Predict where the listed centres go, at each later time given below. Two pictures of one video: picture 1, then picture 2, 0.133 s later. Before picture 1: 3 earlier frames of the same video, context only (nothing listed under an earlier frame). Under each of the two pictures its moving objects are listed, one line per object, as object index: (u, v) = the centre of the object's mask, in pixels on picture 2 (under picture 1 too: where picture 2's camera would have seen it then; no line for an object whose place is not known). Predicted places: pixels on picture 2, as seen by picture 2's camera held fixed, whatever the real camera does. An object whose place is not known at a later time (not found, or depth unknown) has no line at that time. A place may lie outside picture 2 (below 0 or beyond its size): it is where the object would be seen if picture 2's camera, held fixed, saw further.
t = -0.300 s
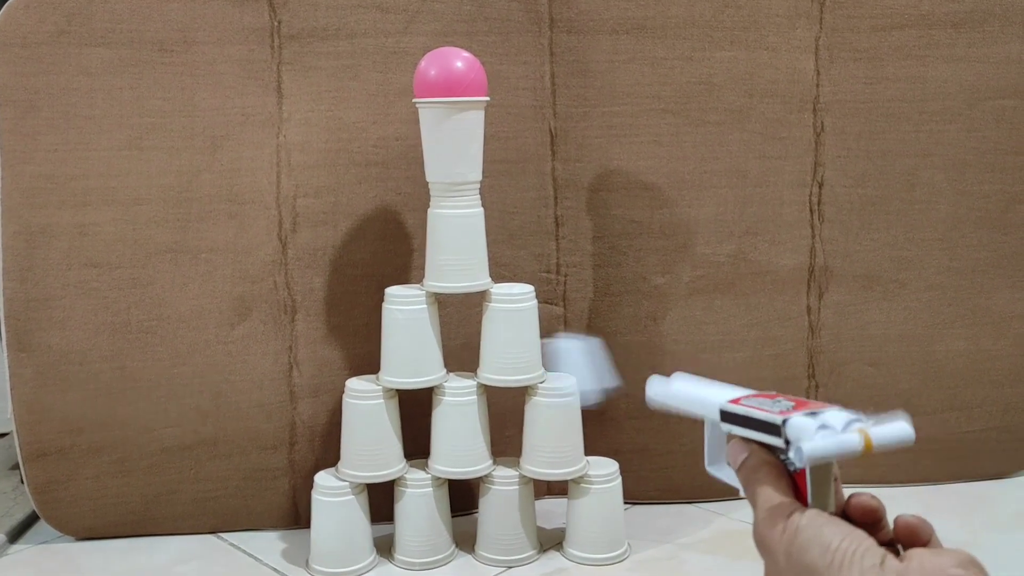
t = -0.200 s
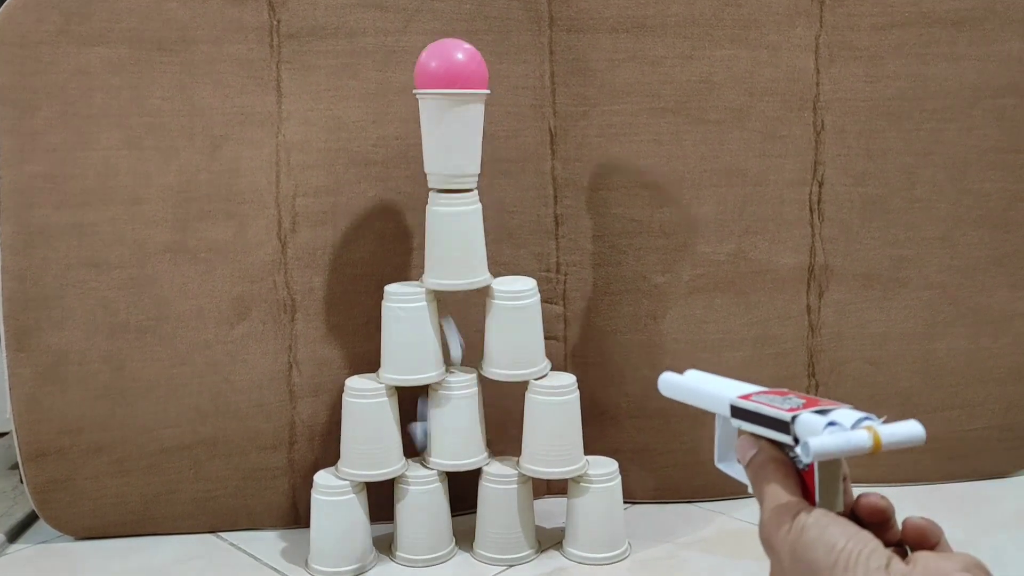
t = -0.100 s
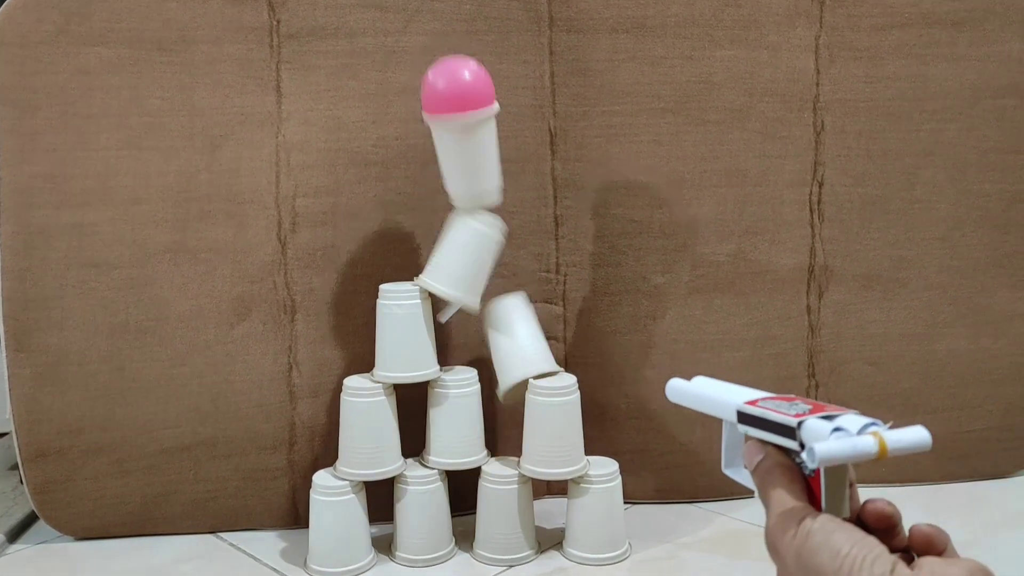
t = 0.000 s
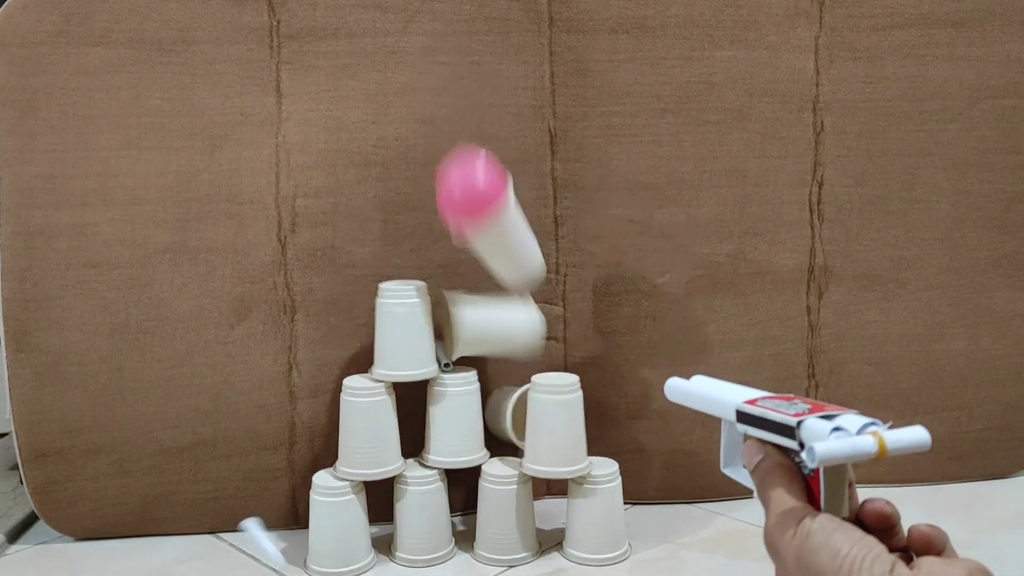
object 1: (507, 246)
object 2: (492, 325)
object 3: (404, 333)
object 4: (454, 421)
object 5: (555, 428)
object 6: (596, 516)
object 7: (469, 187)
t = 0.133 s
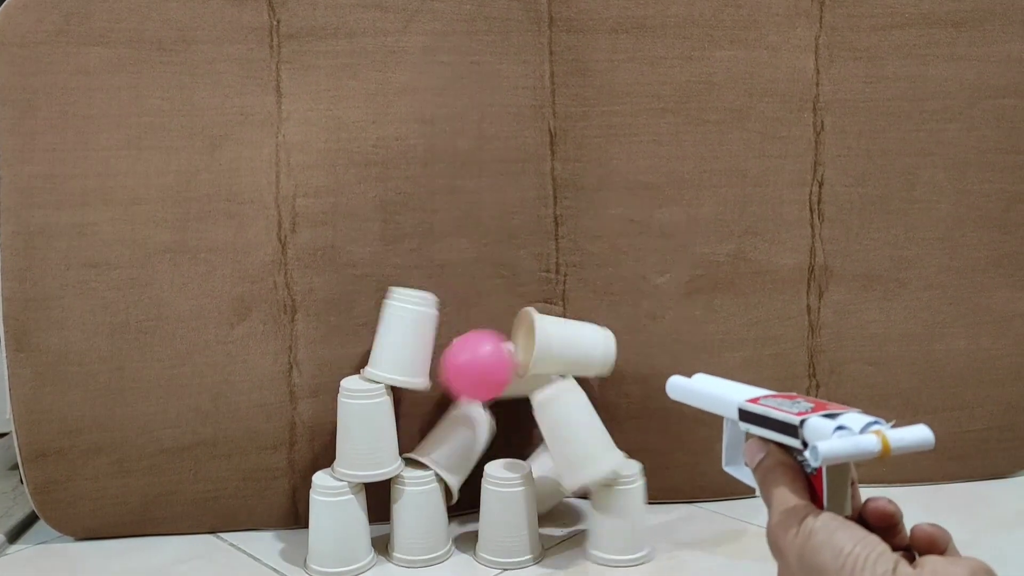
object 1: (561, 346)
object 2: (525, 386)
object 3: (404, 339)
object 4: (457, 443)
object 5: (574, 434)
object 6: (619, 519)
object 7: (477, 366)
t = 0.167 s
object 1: (570, 355)
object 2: (514, 382)
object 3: (409, 345)
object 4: (460, 451)
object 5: (585, 451)
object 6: (632, 523)
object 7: (456, 384)
